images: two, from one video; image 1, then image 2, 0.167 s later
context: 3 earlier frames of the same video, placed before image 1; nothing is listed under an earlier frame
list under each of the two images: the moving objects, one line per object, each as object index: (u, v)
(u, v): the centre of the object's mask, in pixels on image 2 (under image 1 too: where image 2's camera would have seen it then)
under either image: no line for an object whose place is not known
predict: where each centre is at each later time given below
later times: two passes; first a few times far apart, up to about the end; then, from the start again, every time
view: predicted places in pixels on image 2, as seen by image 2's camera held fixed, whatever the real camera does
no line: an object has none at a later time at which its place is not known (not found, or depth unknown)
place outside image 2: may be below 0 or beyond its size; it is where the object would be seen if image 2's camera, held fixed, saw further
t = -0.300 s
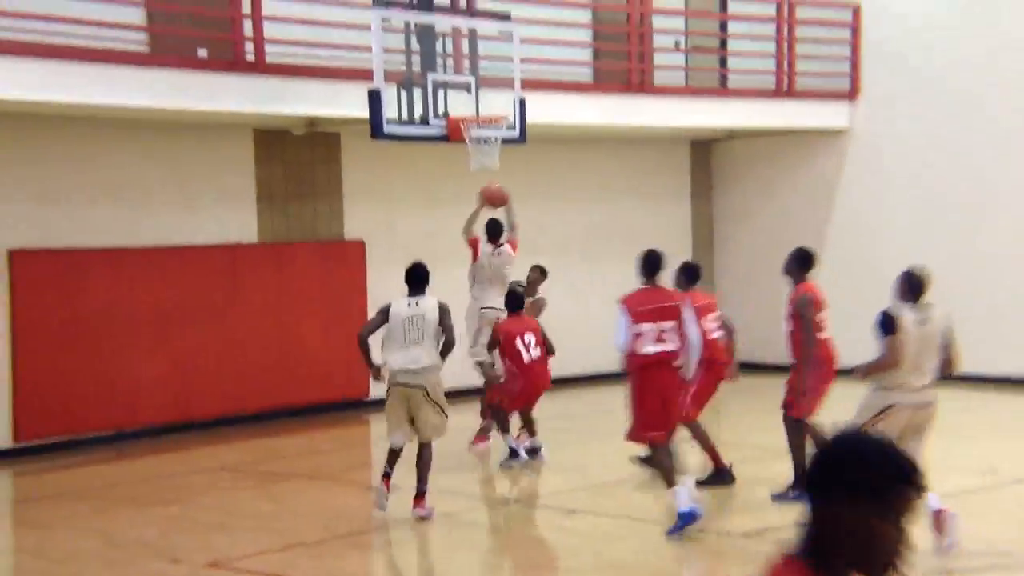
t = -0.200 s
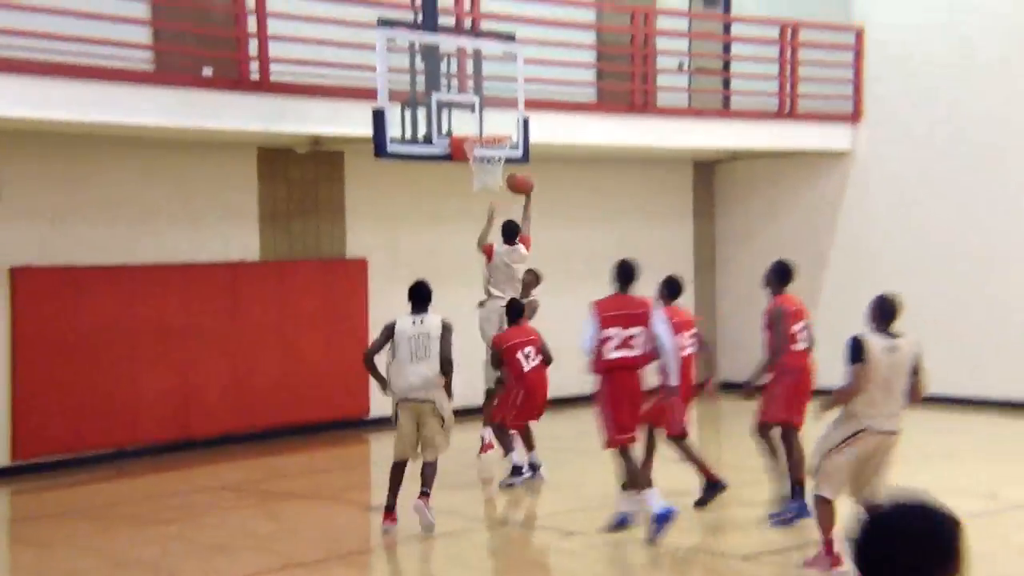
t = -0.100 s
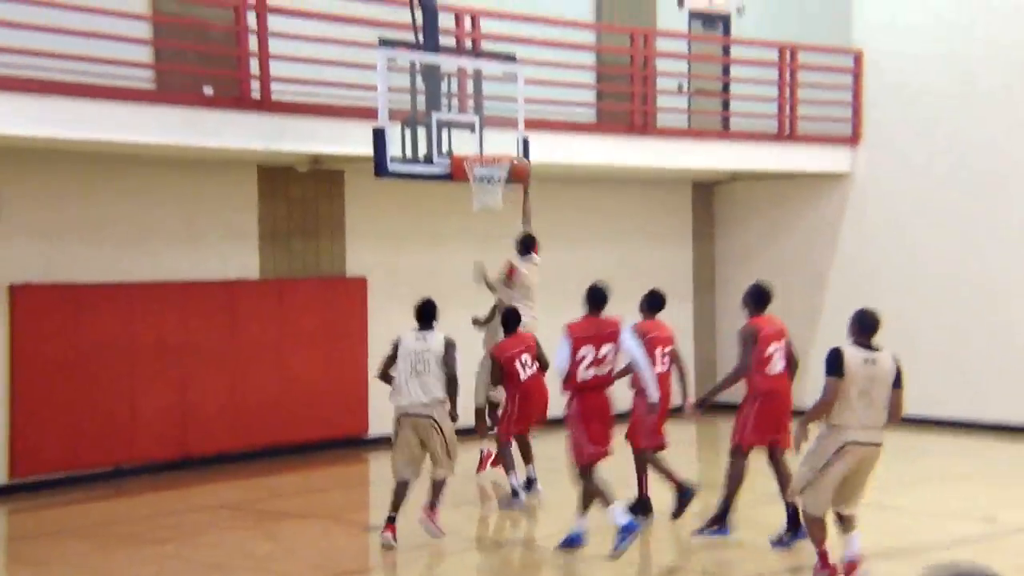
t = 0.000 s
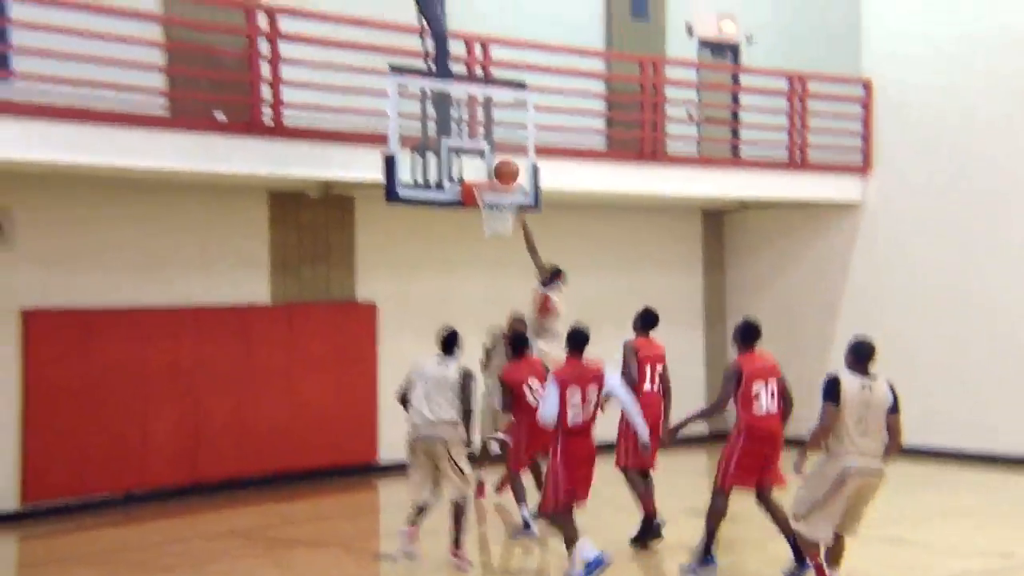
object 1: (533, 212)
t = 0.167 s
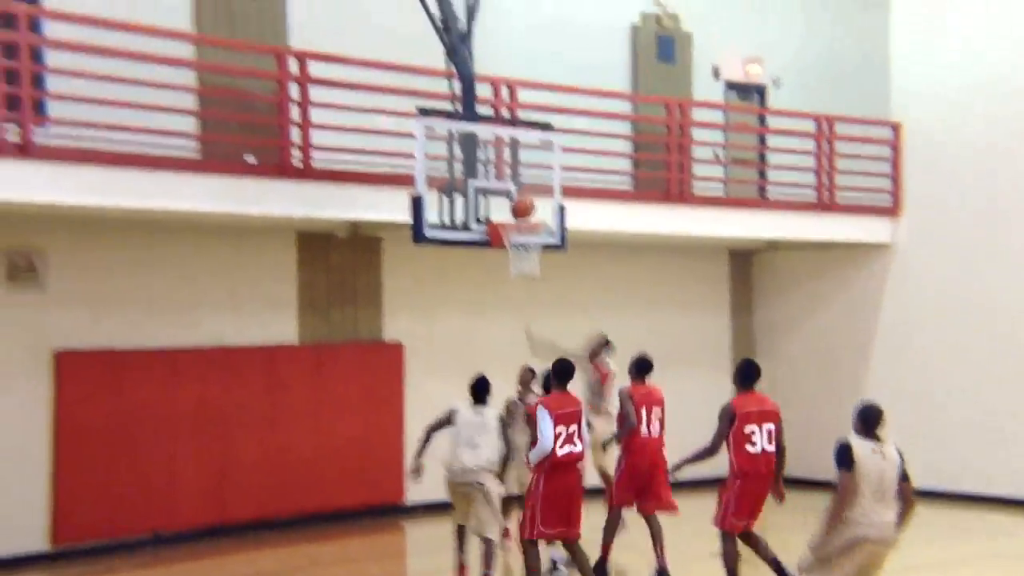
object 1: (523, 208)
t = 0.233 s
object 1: (521, 216)
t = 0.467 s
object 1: (522, 264)
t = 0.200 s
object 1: (521, 210)
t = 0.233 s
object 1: (521, 216)
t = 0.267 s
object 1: (520, 220)
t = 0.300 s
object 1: (518, 226)
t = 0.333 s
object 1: (519, 238)
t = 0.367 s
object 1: (515, 244)
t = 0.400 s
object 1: (517, 248)
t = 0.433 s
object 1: (519, 255)
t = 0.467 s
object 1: (522, 264)
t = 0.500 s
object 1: (524, 265)
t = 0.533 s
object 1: (526, 270)
